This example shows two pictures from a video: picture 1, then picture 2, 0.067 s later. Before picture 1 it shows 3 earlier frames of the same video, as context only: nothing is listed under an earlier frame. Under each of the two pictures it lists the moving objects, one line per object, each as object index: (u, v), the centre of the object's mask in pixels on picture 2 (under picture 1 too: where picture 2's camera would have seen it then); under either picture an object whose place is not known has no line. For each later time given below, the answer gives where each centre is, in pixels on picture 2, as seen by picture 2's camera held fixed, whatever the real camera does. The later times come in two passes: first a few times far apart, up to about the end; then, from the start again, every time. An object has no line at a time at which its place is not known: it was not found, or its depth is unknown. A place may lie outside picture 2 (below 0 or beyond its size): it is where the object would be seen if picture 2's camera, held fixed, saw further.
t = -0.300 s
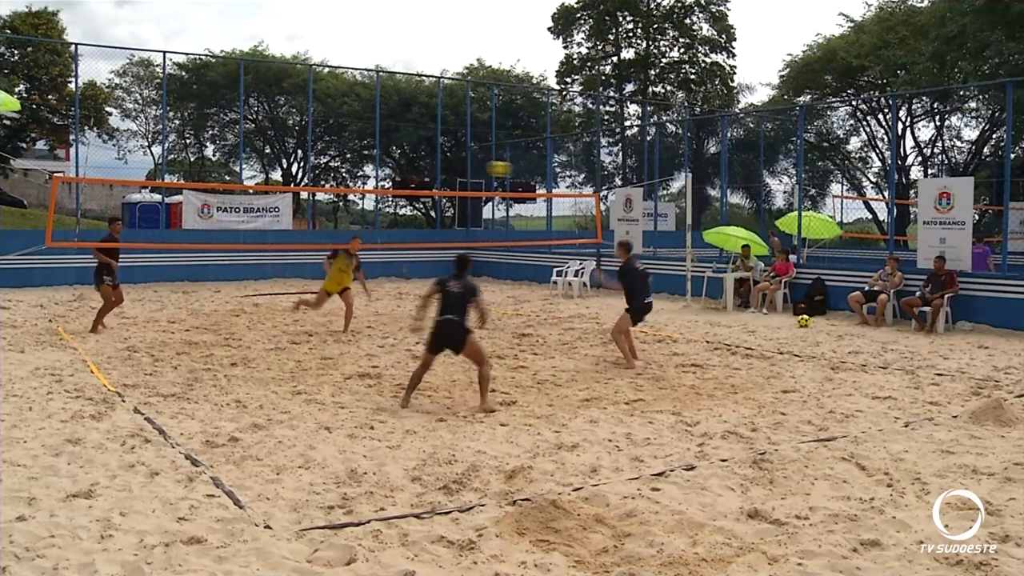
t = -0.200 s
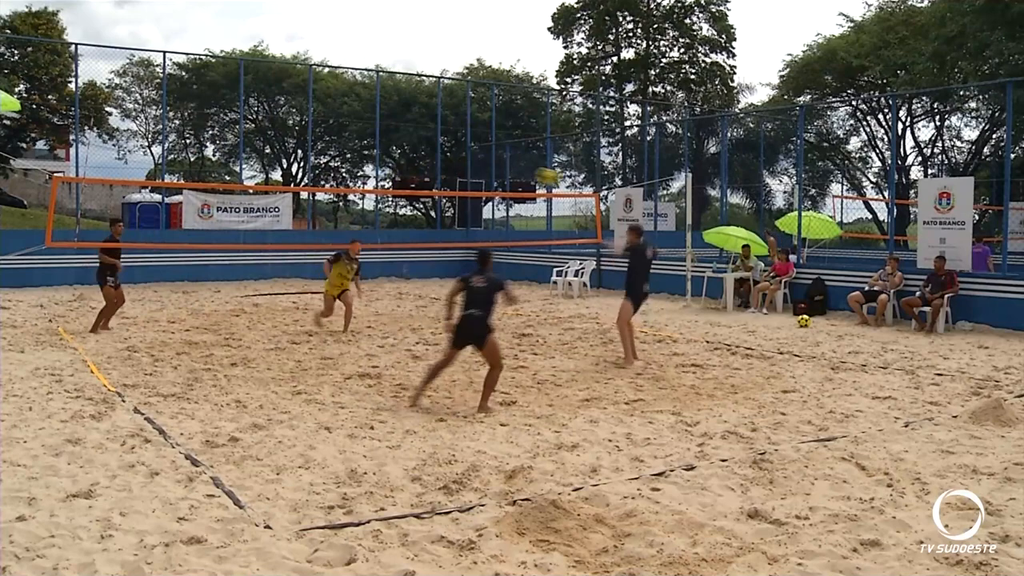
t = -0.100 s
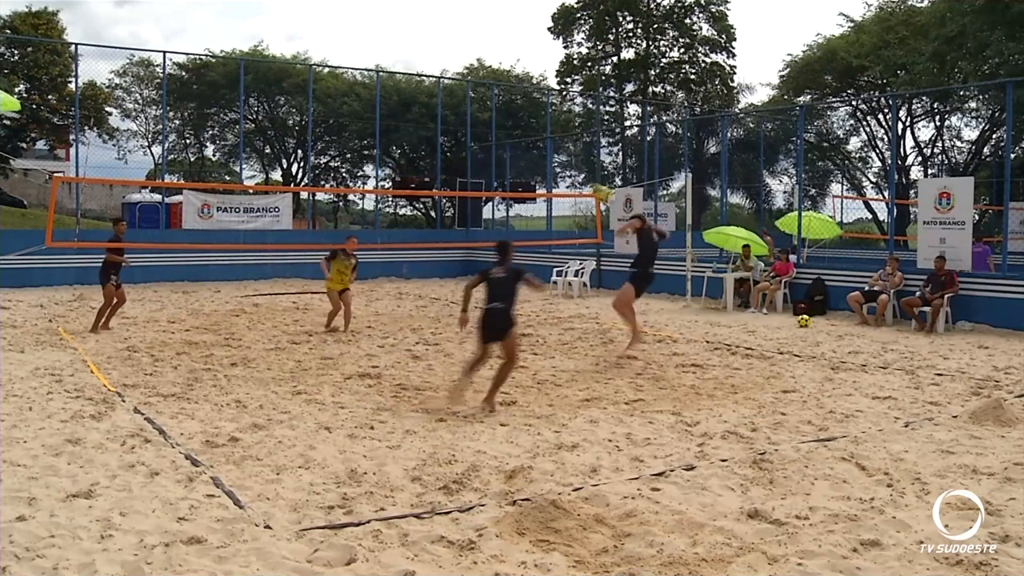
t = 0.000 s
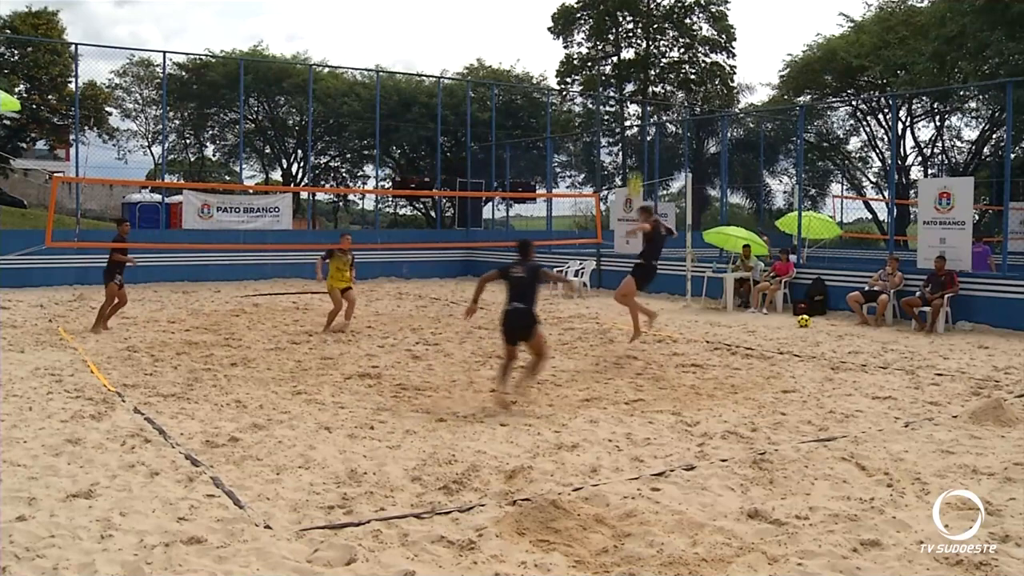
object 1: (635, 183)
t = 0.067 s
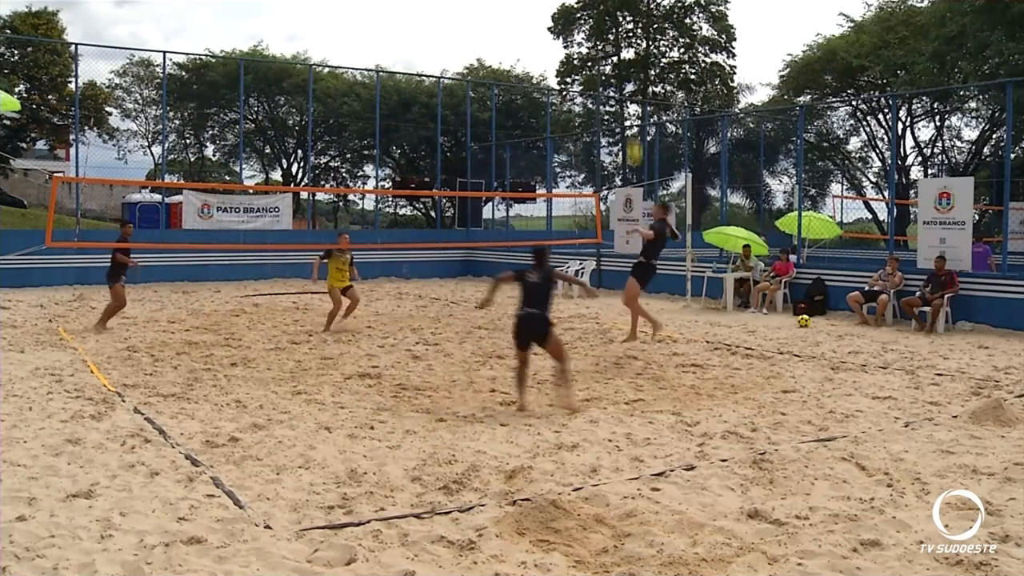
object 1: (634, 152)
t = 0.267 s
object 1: (632, 72)
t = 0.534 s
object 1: (631, 17)
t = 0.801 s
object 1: (626, 15)
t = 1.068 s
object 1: (622, 67)
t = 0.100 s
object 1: (634, 139)
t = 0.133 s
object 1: (634, 124)
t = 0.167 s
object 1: (634, 108)
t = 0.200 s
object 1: (633, 95)
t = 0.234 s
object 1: (634, 84)
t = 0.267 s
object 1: (632, 72)
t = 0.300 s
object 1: (632, 64)
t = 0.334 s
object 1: (632, 56)
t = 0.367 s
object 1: (632, 45)
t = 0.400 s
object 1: (631, 38)
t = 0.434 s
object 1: (631, 32)
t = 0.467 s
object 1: (630, 27)
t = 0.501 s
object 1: (630, 21)
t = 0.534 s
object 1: (631, 17)
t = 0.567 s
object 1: (629, 13)
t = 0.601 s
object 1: (629, 12)
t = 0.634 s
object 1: (628, 10)
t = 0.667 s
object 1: (628, 10)
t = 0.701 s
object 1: (627, 10)
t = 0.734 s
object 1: (627, 11)
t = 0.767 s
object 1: (626, 13)
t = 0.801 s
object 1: (626, 15)
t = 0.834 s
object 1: (625, 17)
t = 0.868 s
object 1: (624, 22)
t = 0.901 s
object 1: (625, 27)
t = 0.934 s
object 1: (624, 34)
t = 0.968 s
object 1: (623, 40)
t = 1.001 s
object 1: (623, 46)
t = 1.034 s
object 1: (622, 56)
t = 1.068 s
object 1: (622, 67)
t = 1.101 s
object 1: (621, 74)
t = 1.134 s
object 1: (621, 84)
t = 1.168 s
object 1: (620, 97)
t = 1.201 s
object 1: (620, 110)
